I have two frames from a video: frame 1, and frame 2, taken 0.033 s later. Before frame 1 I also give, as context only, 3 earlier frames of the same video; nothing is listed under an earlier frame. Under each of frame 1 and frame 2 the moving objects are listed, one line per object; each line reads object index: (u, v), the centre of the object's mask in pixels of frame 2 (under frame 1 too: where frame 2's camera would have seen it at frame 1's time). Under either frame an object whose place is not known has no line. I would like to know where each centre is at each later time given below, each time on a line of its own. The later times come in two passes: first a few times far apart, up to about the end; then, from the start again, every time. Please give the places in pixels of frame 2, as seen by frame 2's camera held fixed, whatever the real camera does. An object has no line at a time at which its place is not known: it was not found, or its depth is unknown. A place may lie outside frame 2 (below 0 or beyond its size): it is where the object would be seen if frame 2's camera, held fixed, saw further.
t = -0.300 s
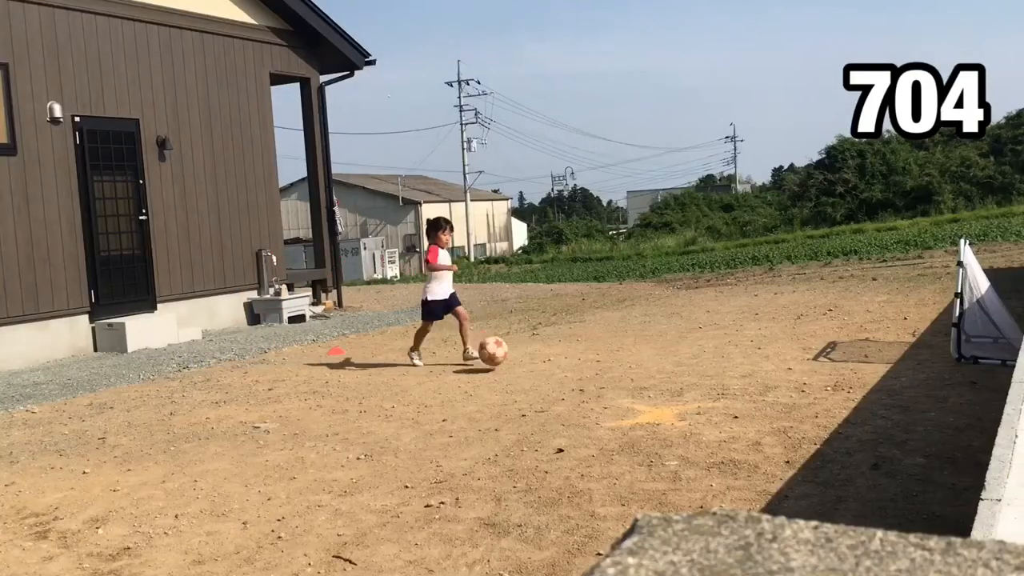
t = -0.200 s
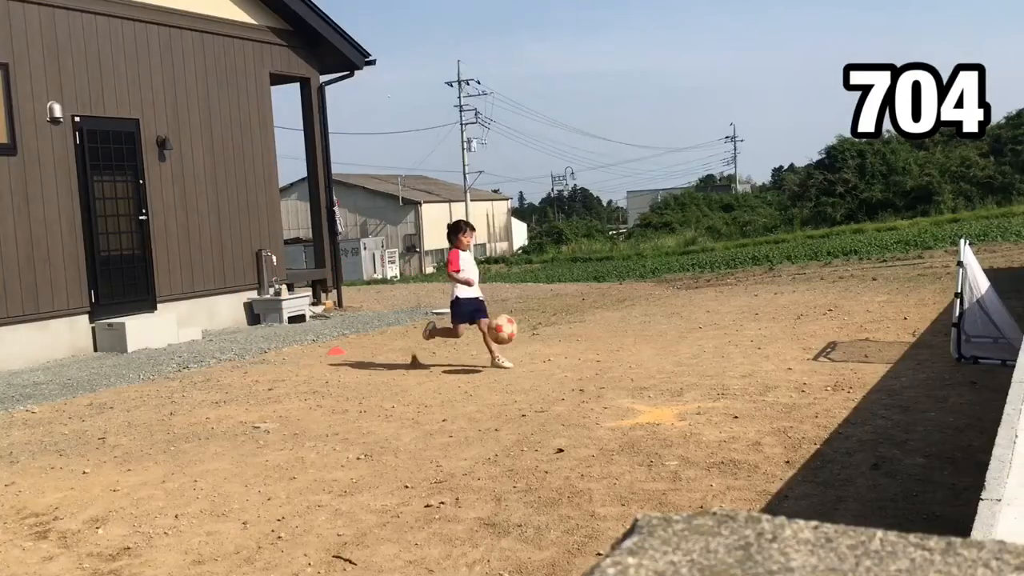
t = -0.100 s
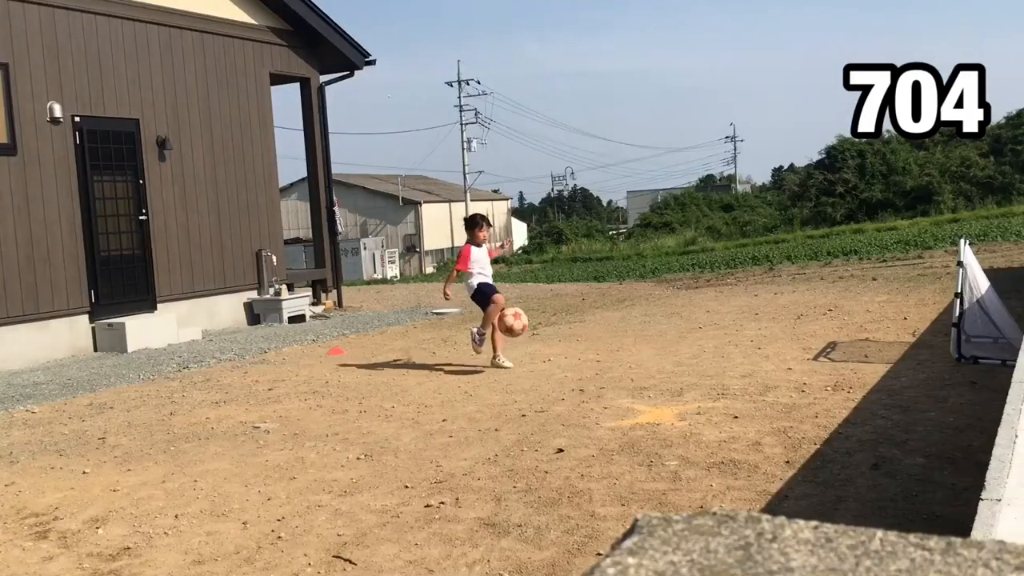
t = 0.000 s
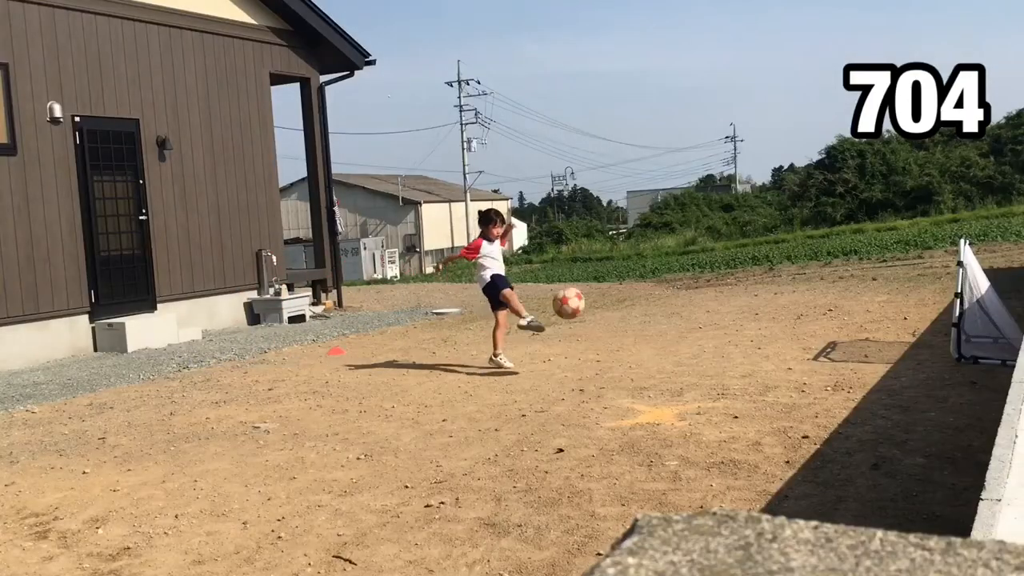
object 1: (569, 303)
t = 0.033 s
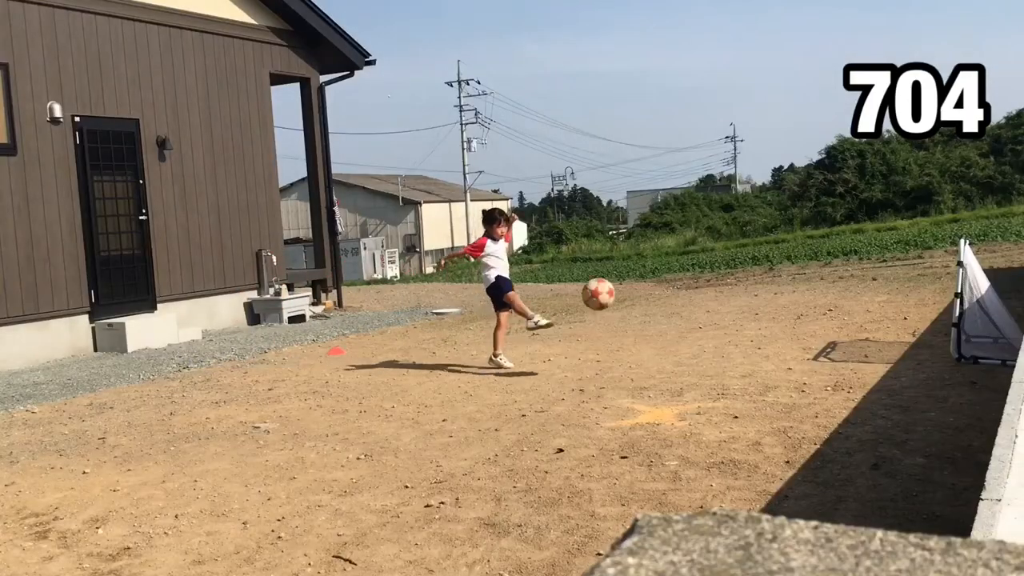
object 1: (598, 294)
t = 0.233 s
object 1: (803, 274)
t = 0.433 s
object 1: (1004, 321)
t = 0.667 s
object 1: (796, 348)
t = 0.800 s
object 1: (721, 331)
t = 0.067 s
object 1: (629, 286)
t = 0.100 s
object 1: (661, 281)
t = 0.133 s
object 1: (695, 276)
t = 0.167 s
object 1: (730, 273)
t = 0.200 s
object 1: (766, 272)
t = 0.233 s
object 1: (803, 274)
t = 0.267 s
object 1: (843, 277)
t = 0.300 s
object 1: (885, 282)
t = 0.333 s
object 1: (928, 290)
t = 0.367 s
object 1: (974, 299)
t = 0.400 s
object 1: (1012, 313)
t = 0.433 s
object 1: (1004, 321)
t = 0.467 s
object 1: (966, 330)
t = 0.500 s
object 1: (931, 340)
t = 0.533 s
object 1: (897, 352)
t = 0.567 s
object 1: (864, 367)
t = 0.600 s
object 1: (837, 370)
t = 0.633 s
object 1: (817, 358)
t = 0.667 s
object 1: (796, 348)
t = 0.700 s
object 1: (776, 340)
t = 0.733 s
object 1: (757, 335)
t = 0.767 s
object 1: (738, 332)
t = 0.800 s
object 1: (721, 331)
